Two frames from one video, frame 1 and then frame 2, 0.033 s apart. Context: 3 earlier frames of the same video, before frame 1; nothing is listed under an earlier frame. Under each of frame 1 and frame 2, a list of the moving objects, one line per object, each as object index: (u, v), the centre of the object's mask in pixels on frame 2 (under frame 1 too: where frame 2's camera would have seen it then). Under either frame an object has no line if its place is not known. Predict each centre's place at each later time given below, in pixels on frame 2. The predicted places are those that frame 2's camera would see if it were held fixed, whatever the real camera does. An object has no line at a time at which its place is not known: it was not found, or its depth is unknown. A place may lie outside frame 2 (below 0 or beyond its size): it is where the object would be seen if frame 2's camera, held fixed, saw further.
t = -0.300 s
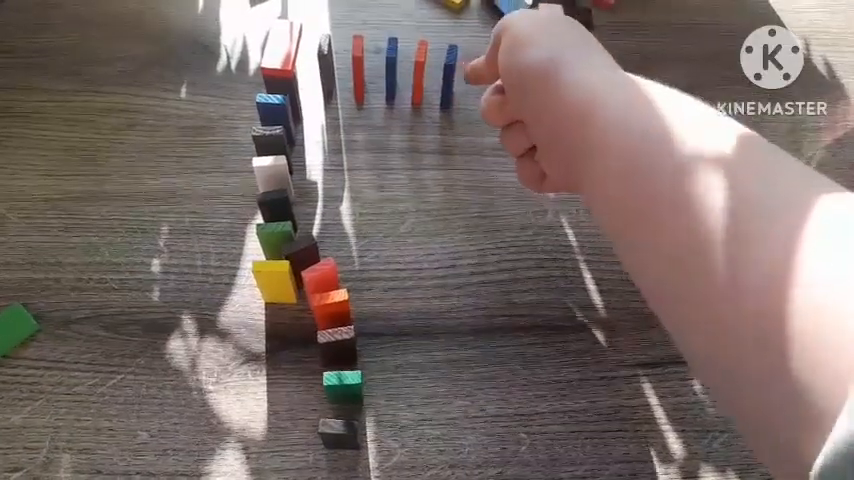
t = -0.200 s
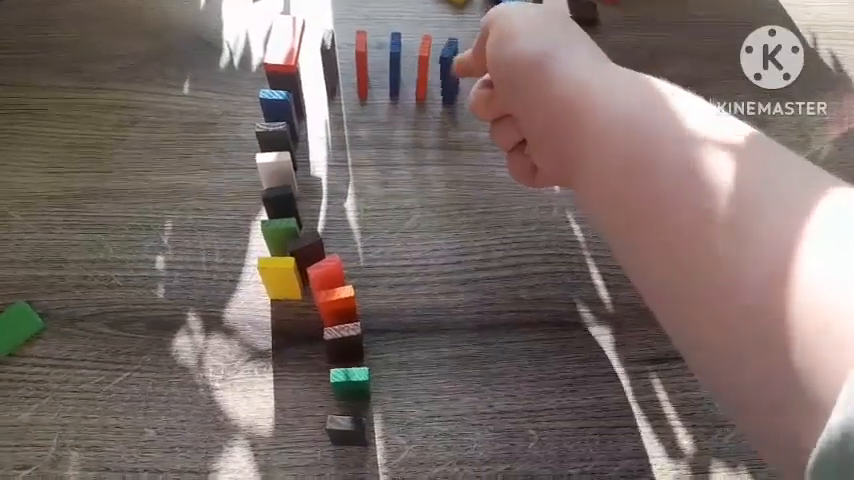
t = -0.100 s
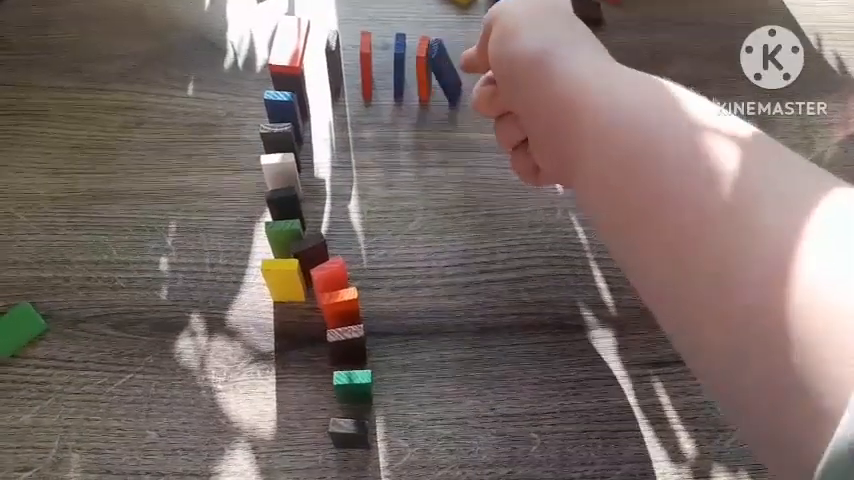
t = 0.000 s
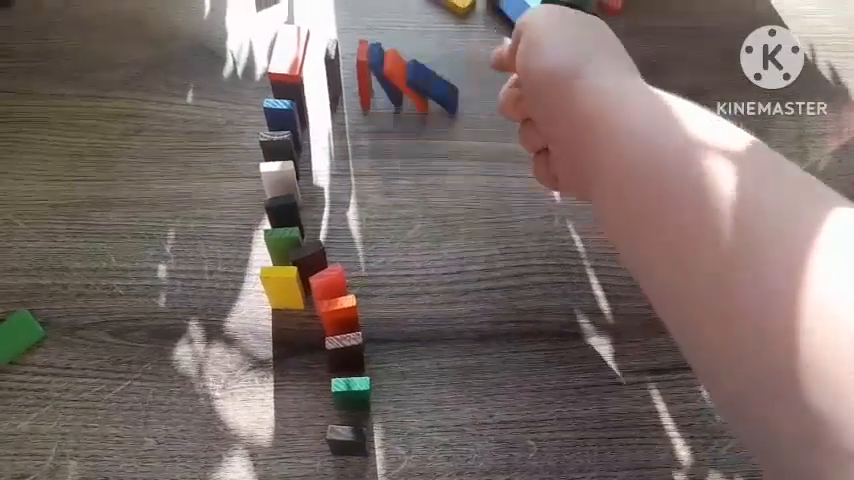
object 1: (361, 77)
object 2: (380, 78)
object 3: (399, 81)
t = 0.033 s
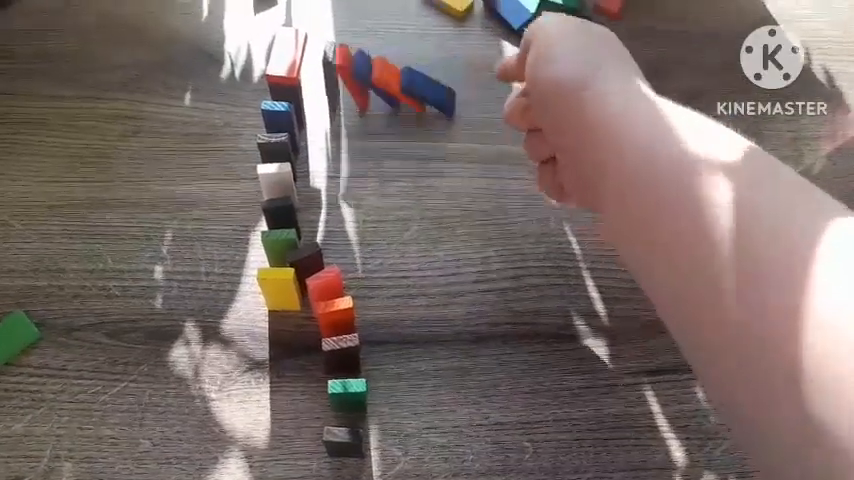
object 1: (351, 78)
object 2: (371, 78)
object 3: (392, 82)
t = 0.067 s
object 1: (337, 78)
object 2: (360, 79)
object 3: (389, 87)
